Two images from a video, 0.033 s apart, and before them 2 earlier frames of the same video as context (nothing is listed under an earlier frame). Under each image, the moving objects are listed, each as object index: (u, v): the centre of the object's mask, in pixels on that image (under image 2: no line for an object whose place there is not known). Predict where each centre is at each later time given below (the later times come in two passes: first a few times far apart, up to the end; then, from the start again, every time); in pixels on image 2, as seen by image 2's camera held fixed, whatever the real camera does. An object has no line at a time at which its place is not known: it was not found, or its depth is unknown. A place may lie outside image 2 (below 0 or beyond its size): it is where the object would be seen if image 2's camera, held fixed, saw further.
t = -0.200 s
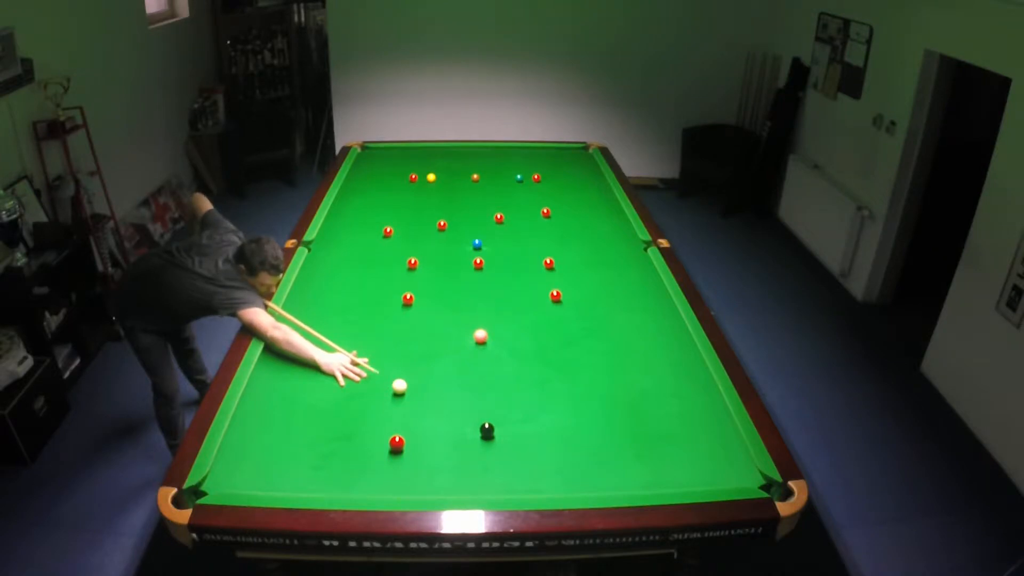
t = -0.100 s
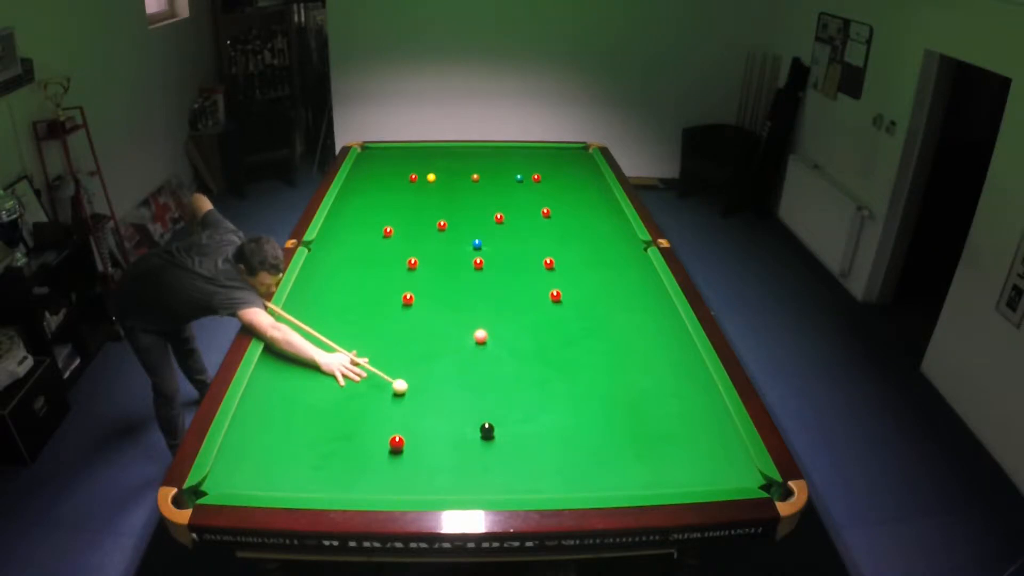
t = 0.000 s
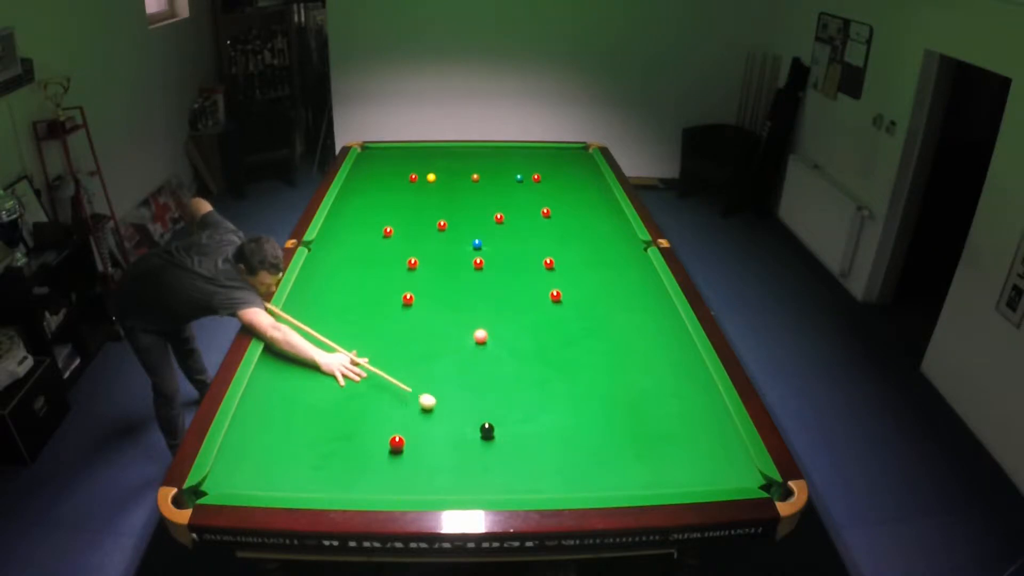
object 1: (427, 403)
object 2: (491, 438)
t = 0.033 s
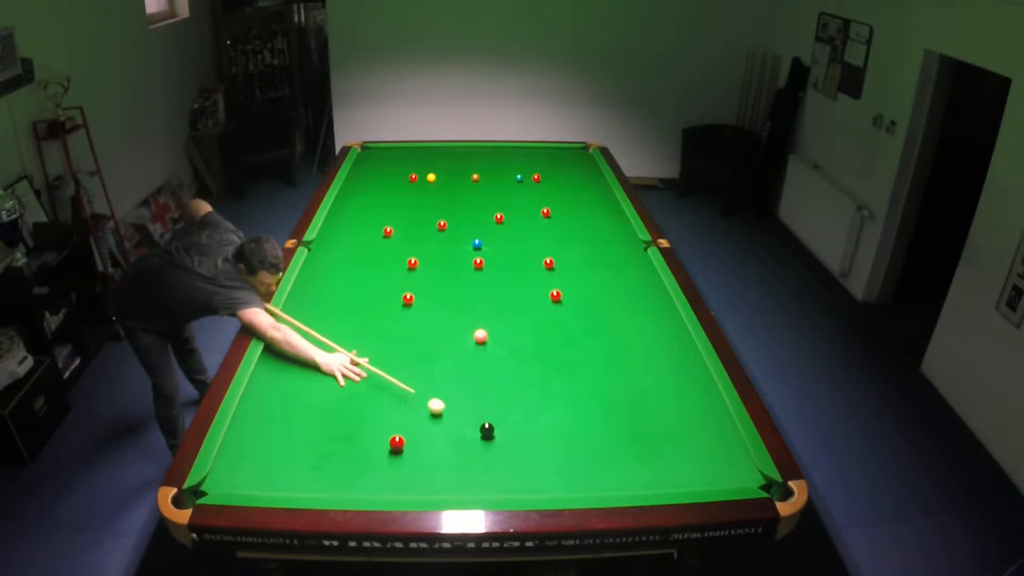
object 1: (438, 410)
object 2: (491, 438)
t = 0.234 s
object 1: (471, 434)
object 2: (511, 441)
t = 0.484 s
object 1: (481, 460)
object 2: (567, 454)
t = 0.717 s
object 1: (491, 485)
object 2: (618, 464)
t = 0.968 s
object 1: (499, 481)
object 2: (670, 473)
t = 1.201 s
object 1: (505, 465)
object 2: (716, 481)
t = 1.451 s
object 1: (510, 451)
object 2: (759, 483)
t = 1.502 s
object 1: (511, 449)
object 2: (766, 487)
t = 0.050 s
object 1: (441, 410)
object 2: (491, 438)
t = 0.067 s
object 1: (447, 416)
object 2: (491, 438)
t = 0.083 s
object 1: (450, 416)
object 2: (491, 438)
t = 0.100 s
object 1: (455, 418)
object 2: (491, 438)
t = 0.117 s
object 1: (461, 423)
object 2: (491, 437)
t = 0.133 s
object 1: (463, 423)
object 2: (491, 437)
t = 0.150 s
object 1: (468, 425)
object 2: (491, 437)
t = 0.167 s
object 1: (472, 428)
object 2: (492, 438)
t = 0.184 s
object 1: (472, 429)
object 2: (497, 438)
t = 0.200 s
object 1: (472, 431)
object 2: (502, 439)
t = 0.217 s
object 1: (471, 433)
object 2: (506, 440)
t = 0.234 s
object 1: (471, 434)
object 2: (511, 441)
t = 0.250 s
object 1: (471, 436)
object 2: (515, 442)
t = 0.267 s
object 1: (472, 437)
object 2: (519, 443)
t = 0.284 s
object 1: (472, 439)
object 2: (523, 444)
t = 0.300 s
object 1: (472, 441)
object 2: (527, 445)
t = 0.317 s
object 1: (473, 442)
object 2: (531, 446)
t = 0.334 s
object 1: (474, 444)
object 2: (535, 447)
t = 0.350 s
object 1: (475, 446)
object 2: (538, 447)
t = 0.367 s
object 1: (475, 448)
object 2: (542, 448)
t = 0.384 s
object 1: (476, 449)
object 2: (546, 449)
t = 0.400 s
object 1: (477, 451)
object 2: (549, 450)
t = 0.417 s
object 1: (478, 453)
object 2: (553, 450)
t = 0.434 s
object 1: (478, 454)
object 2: (557, 451)
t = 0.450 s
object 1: (479, 456)
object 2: (561, 453)
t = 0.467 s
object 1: (480, 458)
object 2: (564, 453)
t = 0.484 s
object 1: (481, 460)
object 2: (567, 454)
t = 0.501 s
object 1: (481, 462)
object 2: (572, 455)
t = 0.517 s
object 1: (482, 464)
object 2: (575, 455)
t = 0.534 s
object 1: (483, 466)
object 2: (578, 456)
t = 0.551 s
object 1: (484, 467)
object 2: (581, 456)
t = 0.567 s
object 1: (485, 469)
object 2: (586, 457)
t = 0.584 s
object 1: (485, 471)
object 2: (589, 458)
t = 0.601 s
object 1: (486, 473)
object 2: (592, 459)
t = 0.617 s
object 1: (487, 475)
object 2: (596, 459)
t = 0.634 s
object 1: (488, 477)
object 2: (600, 461)
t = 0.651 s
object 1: (488, 478)
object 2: (604, 461)
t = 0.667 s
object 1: (489, 480)
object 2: (607, 462)
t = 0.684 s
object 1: (490, 482)
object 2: (610, 462)
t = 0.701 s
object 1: (491, 484)
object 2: (615, 463)
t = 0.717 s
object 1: (491, 485)
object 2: (618, 464)
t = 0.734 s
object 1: (492, 486)
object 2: (621, 465)
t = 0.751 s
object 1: (493, 487)
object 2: (624, 465)
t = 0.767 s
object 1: (493, 488)
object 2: (628, 465)
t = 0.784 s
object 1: (494, 489)
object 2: (632, 466)
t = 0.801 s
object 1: (495, 489)
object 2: (635, 467)
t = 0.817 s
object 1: (495, 488)
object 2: (638, 468)
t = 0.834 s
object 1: (496, 488)
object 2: (642, 469)
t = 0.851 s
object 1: (496, 487)
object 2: (646, 469)
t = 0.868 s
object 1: (497, 486)
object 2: (649, 470)
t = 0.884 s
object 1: (497, 485)
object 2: (652, 470)
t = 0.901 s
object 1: (498, 484)
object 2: (656, 471)
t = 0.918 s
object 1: (498, 484)
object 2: (659, 471)
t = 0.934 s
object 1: (499, 483)
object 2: (663, 472)
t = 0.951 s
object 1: (499, 482)
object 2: (666, 473)
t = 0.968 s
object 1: (499, 481)
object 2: (670, 473)
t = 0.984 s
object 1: (500, 480)
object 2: (673, 473)
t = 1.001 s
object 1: (500, 479)
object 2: (676, 475)
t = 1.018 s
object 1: (500, 477)
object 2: (680, 475)
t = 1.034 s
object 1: (501, 476)
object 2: (683, 476)
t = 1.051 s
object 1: (501, 475)
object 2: (687, 477)
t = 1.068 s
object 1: (502, 474)
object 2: (690, 477)
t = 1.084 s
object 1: (502, 473)
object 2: (693, 477)
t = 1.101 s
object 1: (502, 472)
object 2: (696, 478)
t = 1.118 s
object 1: (503, 471)
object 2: (700, 479)
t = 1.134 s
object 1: (503, 470)
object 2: (703, 479)
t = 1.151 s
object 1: (503, 469)
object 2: (706, 480)
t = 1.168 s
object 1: (504, 467)
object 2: (710, 480)
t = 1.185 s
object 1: (504, 466)
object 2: (713, 481)
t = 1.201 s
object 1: (505, 465)
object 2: (716, 481)
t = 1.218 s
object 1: (505, 464)
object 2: (720, 481)
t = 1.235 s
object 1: (505, 463)
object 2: (723, 481)
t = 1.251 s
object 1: (505, 463)
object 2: (726, 481)
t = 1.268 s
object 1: (506, 461)
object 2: (728, 481)
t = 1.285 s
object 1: (506, 460)
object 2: (731, 481)
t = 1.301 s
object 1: (507, 460)
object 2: (734, 481)
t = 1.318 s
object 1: (507, 458)
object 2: (737, 481)
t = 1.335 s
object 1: (507, 458)
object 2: (740, 481)
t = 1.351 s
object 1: (508, 457)
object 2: (743, 481)
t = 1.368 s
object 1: (508, 456)
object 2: (746, 481)
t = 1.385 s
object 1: (509, 455)
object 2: (749, 481)
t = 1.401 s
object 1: (509, 454)
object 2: (752, 482)
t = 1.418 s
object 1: (509, 453)
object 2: (755, 482)
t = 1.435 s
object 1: (510, 452)
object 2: (757, 482)
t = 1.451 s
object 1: (510, 451)
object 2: (759, 483)
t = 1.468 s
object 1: (510, 450)
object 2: (761, 484)
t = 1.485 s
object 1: (511, 450)
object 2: (764, 485)
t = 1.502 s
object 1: (511, 449)
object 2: (766, 487)
